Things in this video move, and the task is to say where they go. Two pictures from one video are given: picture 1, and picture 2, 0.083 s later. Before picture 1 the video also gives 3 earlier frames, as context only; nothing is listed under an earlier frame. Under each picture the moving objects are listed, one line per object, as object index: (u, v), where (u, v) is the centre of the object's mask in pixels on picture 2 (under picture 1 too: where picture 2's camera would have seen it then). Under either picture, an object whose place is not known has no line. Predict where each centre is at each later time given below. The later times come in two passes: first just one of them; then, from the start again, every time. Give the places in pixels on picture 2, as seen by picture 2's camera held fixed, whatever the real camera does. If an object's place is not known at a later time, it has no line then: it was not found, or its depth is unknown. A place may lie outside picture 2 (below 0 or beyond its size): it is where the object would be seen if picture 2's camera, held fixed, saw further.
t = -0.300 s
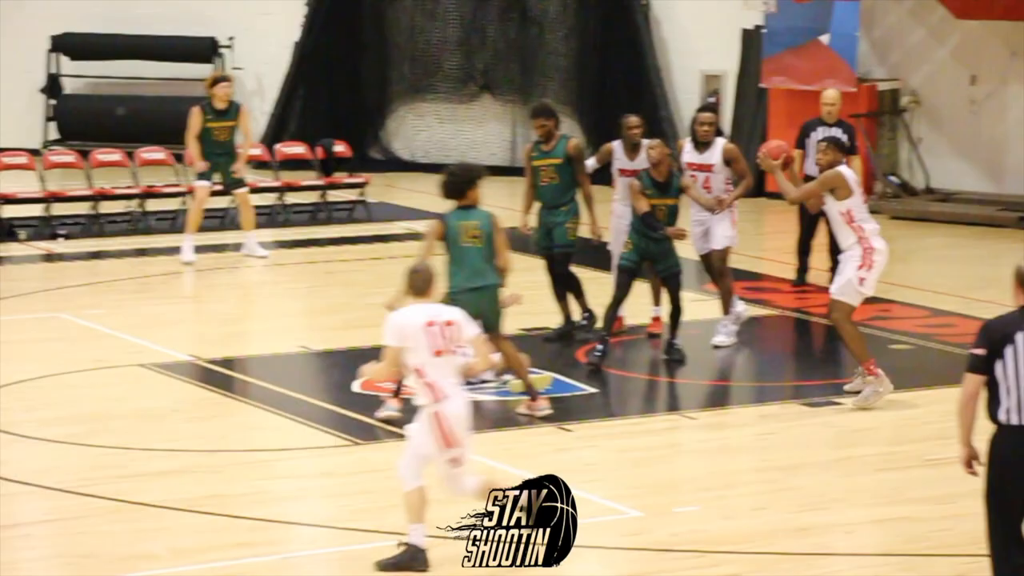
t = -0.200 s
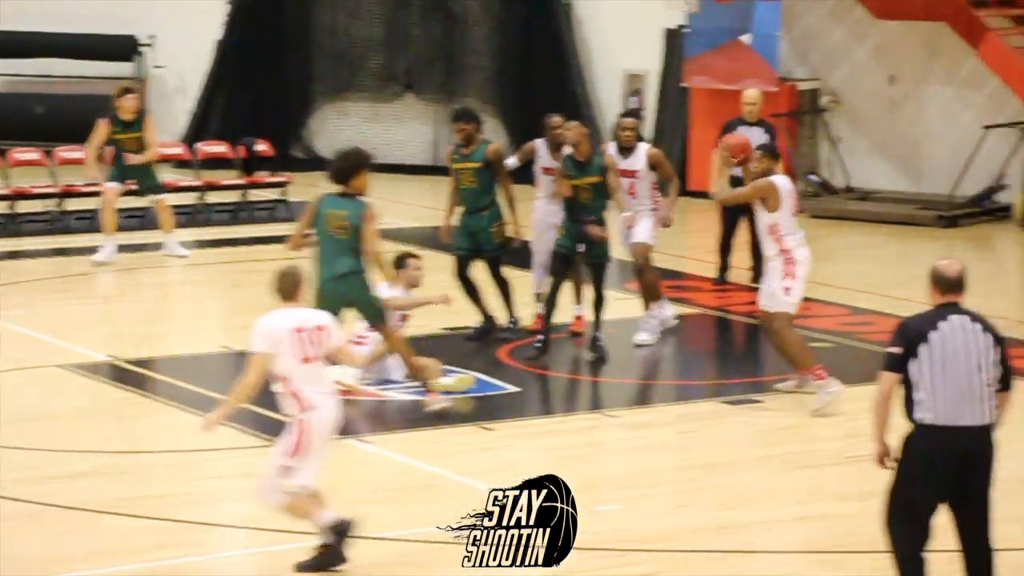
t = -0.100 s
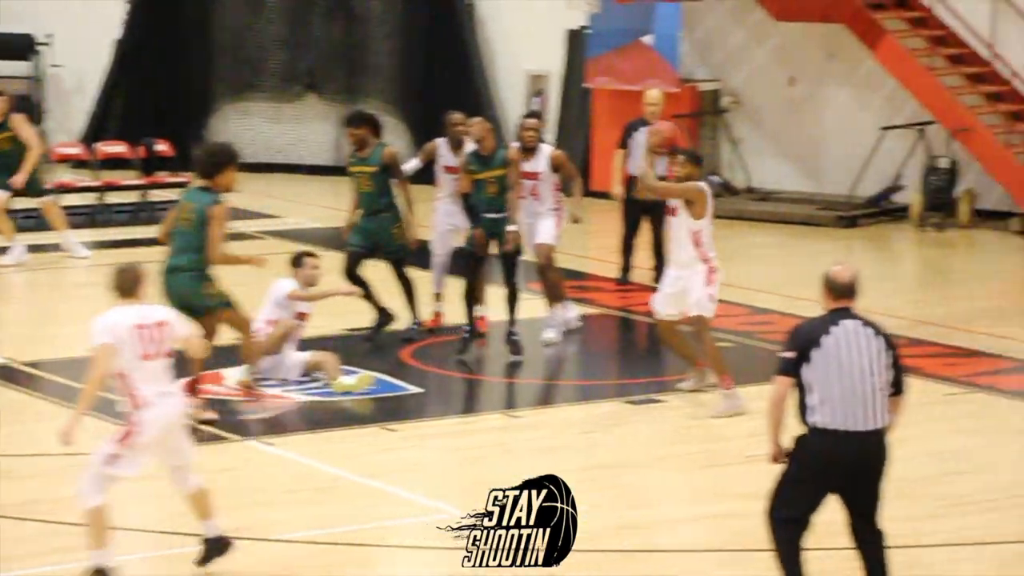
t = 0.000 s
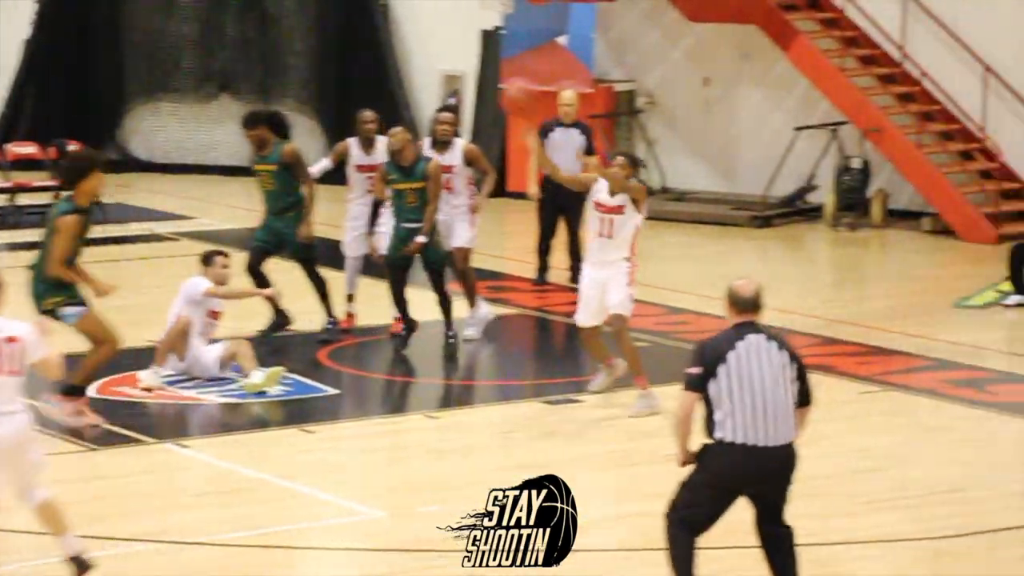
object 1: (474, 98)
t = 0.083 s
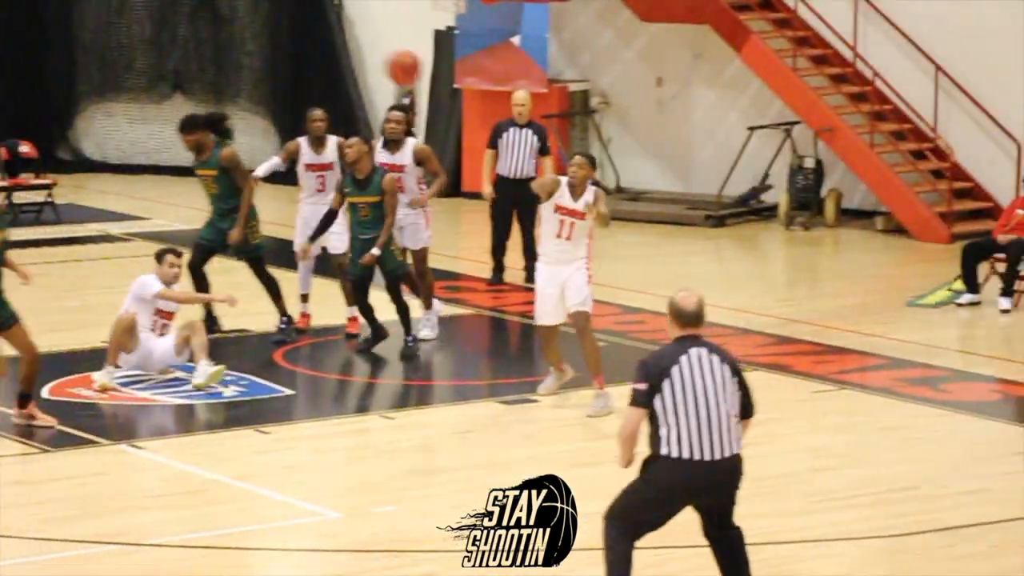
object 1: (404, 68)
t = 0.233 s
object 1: (260, 24)
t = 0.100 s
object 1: (389, 61)
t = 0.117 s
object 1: (372, 56)
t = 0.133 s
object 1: (356, 51)
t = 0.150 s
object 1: (342, 45)
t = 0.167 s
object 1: (327, 41)
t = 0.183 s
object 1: (311, 37)
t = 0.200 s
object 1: (294, 32)
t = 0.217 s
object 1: (277, 28)
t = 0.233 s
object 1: (260, 24)
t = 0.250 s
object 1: (243, 21)
